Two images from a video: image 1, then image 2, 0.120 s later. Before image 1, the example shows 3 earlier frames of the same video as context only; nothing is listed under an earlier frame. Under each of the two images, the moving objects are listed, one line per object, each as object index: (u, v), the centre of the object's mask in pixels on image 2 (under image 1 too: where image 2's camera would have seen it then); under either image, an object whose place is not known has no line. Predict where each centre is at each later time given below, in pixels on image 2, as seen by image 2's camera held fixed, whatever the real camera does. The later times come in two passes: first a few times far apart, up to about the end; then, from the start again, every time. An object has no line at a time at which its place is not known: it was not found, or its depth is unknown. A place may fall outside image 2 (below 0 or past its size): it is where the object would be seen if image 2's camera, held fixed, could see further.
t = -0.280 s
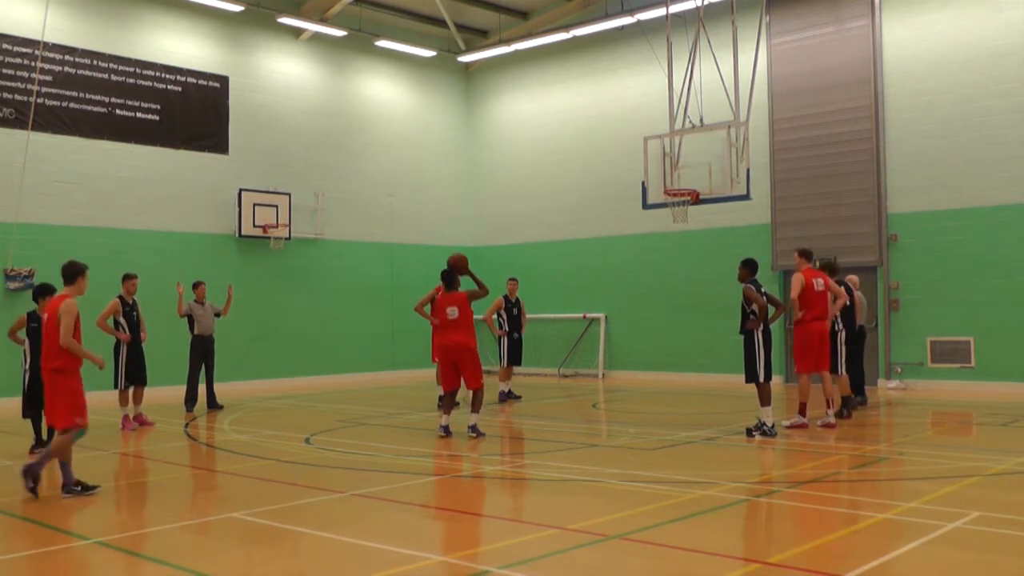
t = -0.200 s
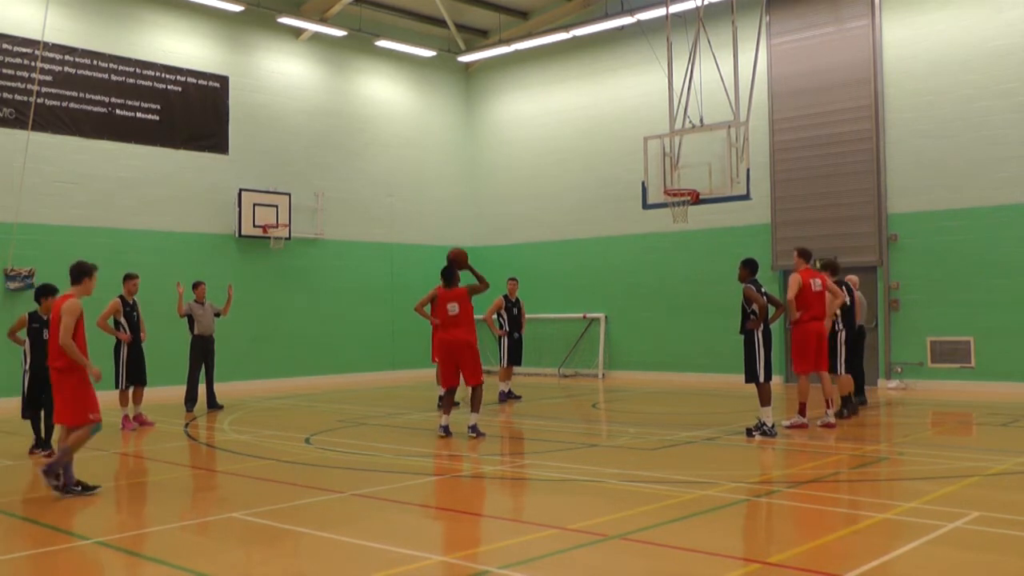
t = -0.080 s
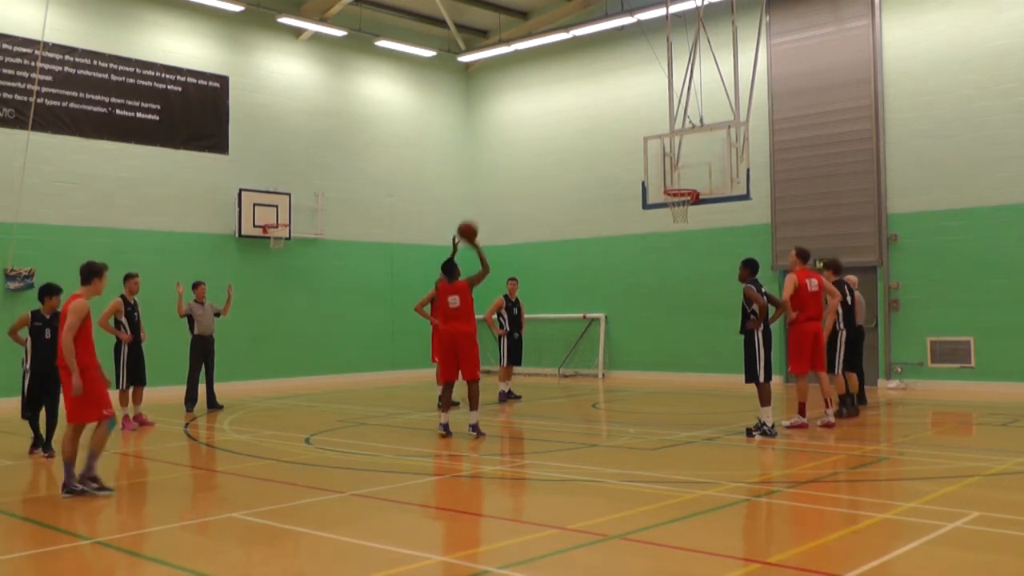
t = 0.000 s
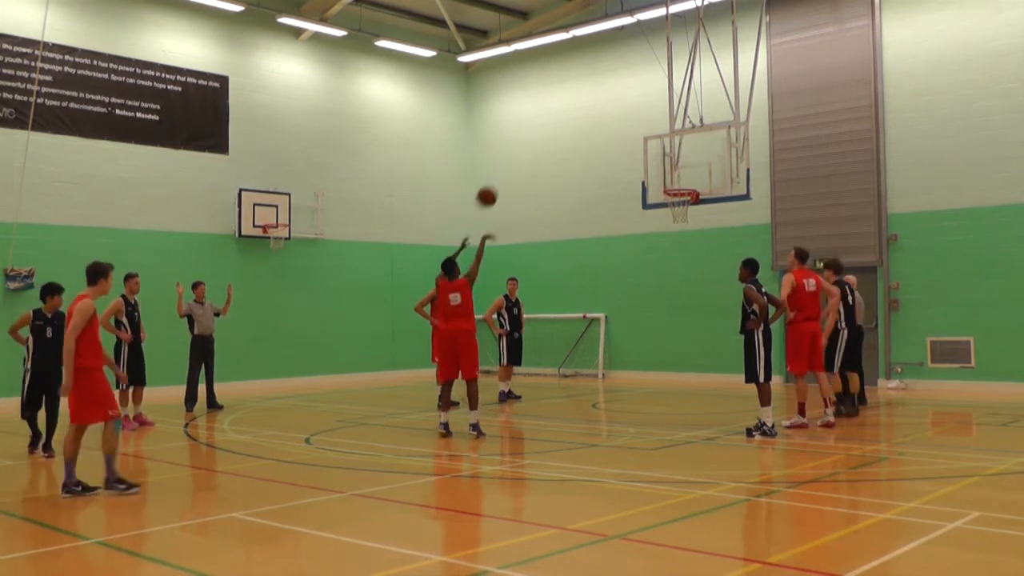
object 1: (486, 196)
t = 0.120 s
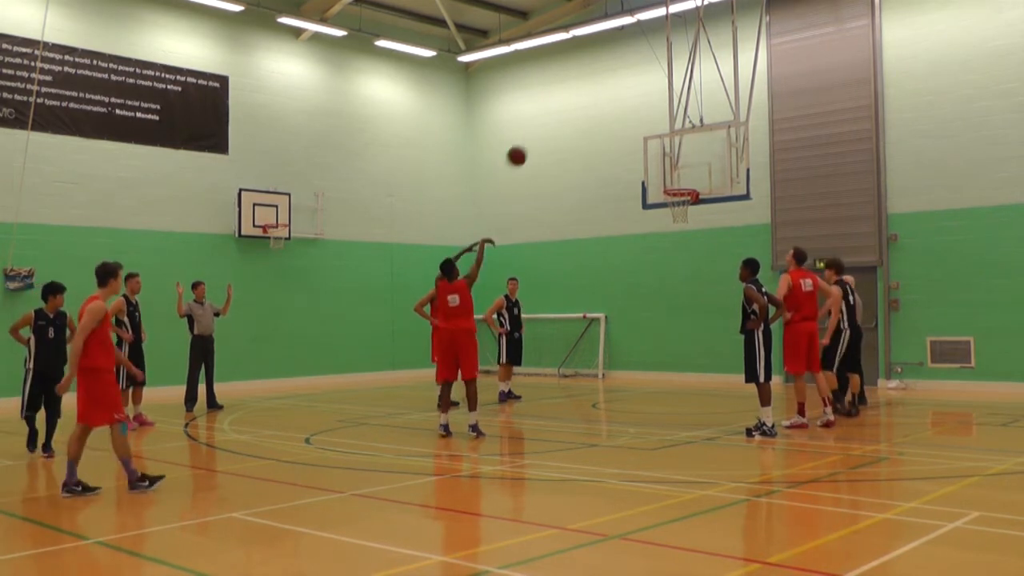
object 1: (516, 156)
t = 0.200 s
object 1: (535, 136)
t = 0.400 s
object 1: (579, 113)
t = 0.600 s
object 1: (618, 120)
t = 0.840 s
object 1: (662, 164)
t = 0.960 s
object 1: (682, 196)
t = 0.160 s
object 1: (526, 145)
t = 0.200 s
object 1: (535, 136)
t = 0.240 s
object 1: (544, 129)
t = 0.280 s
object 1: (553, 123)
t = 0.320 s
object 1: (562, 119)
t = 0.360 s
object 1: (570, 115)
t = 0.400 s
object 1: (579, 113)
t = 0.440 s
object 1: (587, 112)
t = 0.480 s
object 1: (595, 113)
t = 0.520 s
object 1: (603, 114)
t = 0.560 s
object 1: (610, 117)
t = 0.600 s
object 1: (618, 120)
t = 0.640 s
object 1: (626, 125)
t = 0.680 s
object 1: (633, 131)
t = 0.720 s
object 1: (641, 138)
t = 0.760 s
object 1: (647, 145)
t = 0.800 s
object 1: (655, 154)
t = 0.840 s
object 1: (662, 164)
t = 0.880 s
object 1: (669, 174)
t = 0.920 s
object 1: (675, 185)
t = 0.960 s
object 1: (682, 196)
